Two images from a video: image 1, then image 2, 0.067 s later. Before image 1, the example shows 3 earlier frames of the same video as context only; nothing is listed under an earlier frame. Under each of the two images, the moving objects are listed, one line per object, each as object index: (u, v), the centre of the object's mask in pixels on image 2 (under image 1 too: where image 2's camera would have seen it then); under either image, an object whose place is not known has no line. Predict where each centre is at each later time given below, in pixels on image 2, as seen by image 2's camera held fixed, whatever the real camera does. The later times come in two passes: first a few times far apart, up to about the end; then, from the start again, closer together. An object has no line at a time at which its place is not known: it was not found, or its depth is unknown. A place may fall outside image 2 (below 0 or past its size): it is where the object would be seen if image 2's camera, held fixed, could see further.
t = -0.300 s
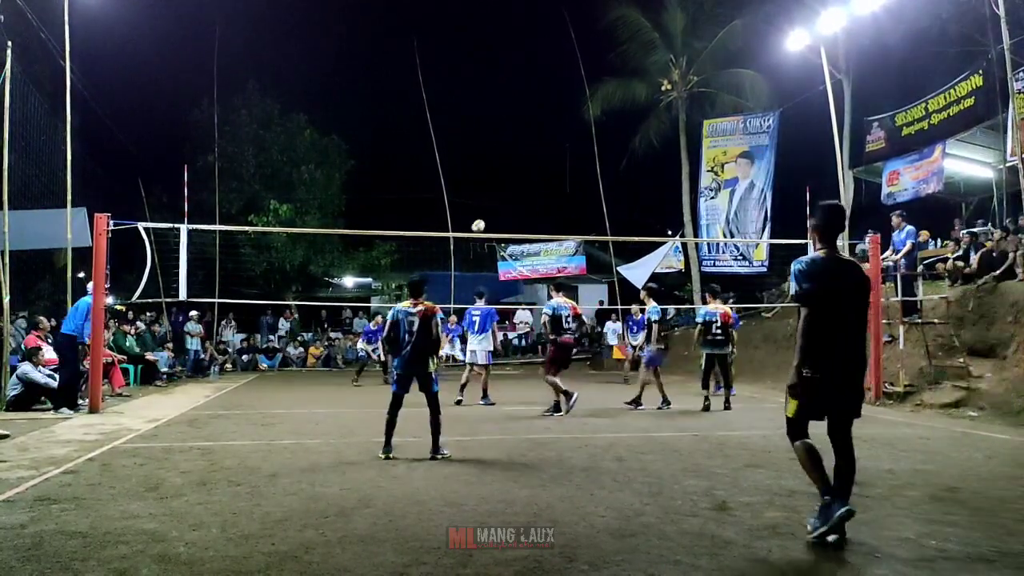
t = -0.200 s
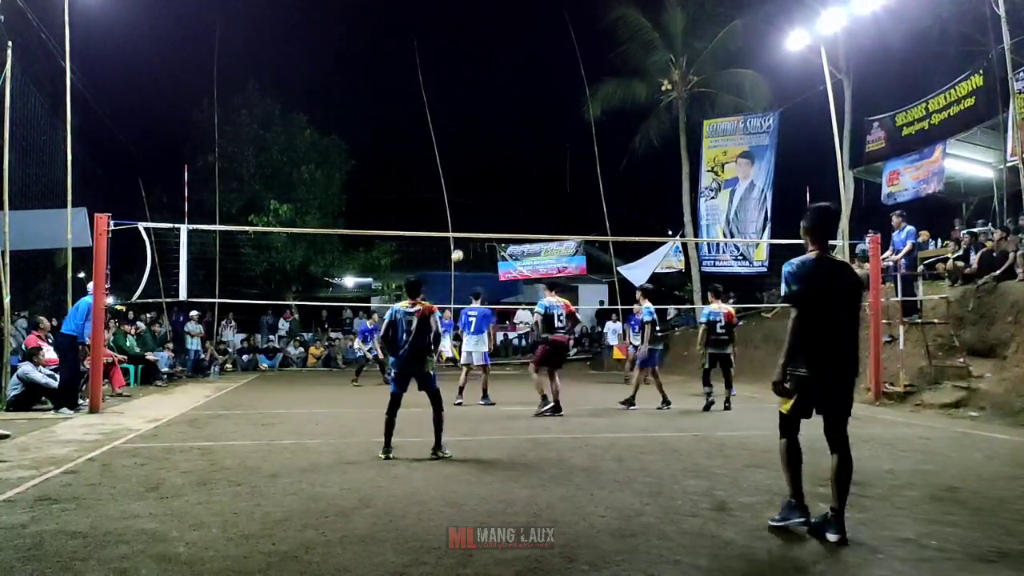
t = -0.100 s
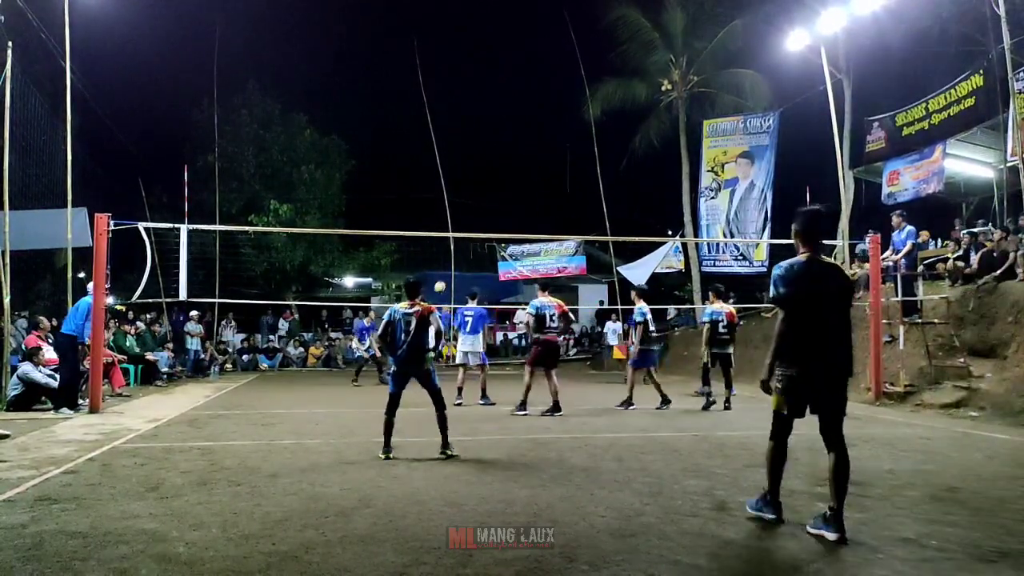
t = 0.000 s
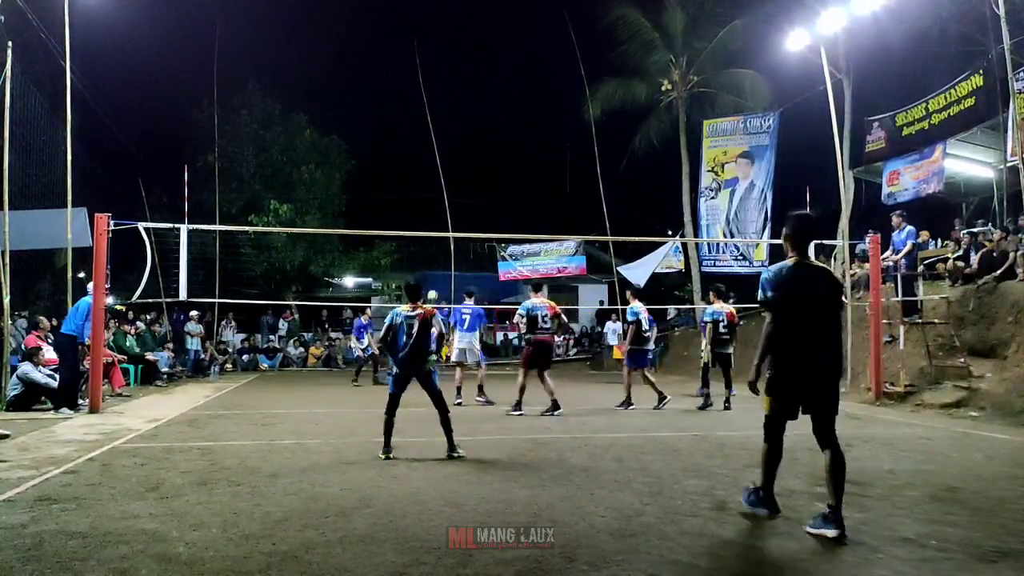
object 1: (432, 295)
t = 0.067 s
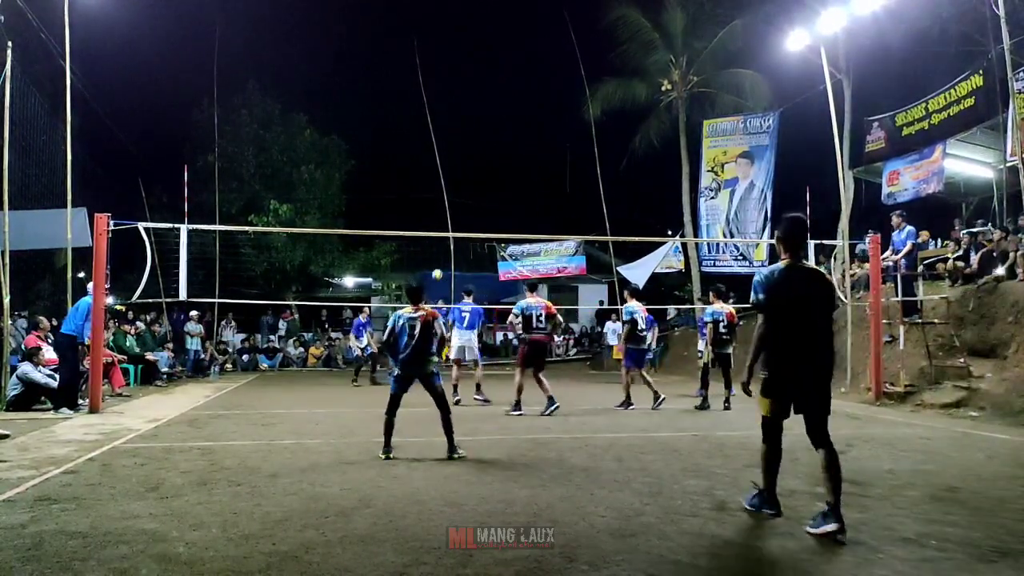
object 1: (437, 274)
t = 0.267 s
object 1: (453, 222)
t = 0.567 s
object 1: (479, 175)
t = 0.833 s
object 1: (502, 169)
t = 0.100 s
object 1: (440, 265)
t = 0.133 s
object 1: (442, 255)
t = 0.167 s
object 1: (445, 246)
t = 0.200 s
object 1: (447, 239)
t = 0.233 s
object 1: (450, 229)
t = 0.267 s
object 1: (453, 222)
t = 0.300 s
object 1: (456, 215)
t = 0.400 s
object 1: (464, 196)
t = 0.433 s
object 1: (467, 191)
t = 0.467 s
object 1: (469, 186)
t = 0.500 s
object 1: (472, 181)
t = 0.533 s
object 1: (475, 178)
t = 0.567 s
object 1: (479, 175)
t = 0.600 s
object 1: (481, 172)
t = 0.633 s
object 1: (485, 170)
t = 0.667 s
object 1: (488, 169)
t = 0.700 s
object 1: (491, 167)
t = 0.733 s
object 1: (494, 167)
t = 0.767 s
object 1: (497, 167)
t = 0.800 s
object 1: (501, 168)
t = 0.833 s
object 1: (502, 169)
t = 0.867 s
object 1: (506, 171)
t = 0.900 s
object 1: (509, 173)
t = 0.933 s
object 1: (512, 176)
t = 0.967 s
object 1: (516, 180)
